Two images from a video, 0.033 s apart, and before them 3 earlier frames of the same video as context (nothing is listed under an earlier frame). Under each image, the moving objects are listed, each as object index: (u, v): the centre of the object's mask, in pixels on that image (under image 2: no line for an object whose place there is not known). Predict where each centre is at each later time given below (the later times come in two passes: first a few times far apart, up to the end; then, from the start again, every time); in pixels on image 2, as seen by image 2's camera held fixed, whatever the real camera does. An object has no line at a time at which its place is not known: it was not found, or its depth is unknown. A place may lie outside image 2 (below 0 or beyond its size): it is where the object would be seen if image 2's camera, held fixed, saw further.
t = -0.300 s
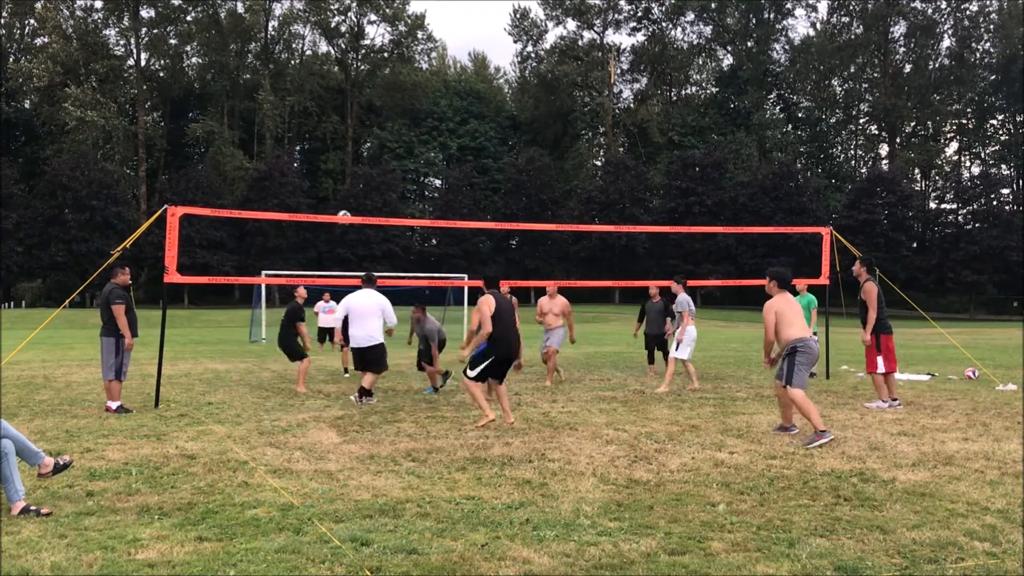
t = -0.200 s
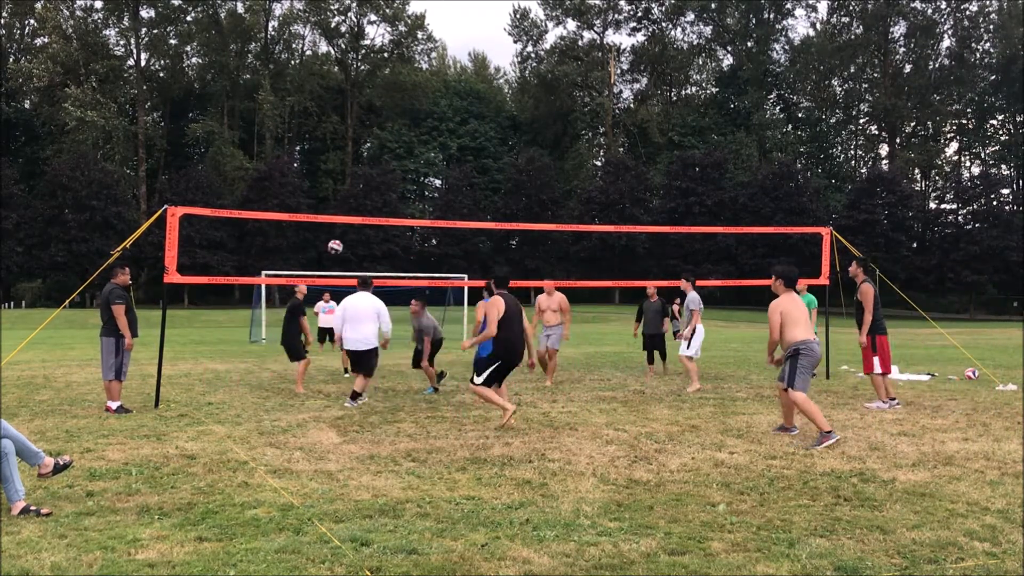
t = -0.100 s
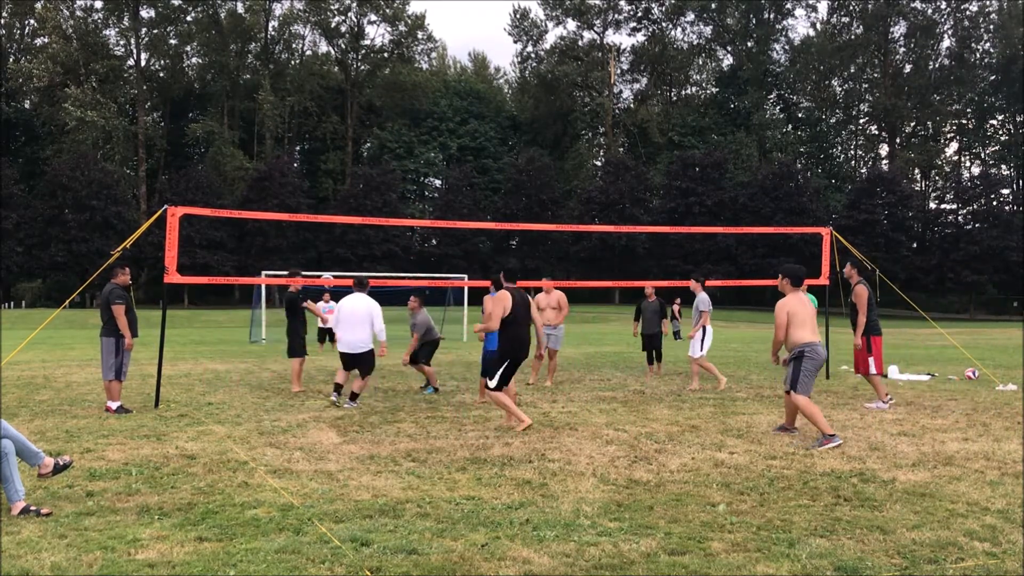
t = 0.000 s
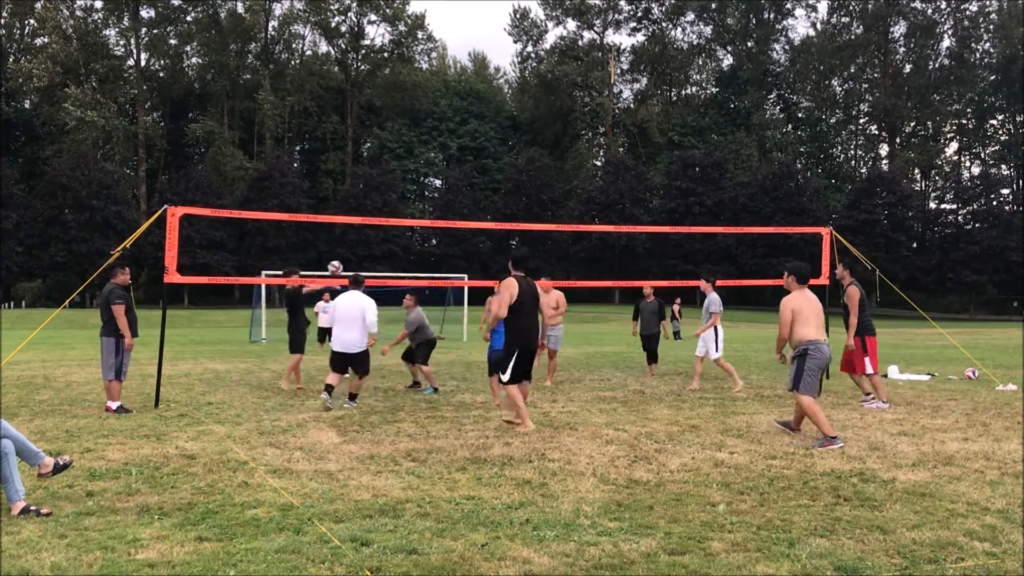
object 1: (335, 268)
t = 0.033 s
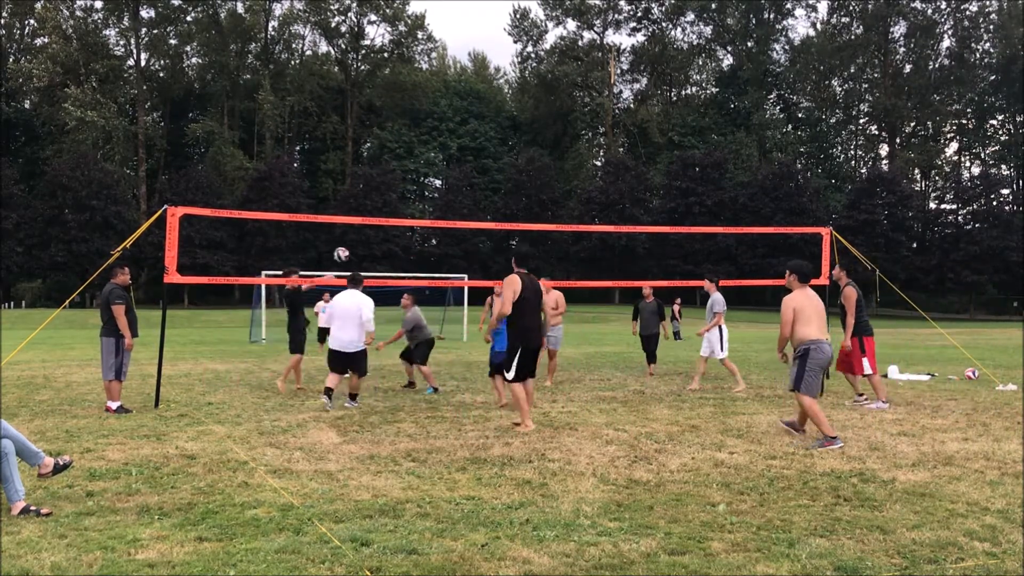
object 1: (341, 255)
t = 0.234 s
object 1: (380, 184)
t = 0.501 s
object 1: (441, 128)
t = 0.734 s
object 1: (507, 126)
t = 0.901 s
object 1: (562, 160)
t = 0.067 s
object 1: (347, 242)
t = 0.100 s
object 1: (354, 229)
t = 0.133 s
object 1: (360, 213)
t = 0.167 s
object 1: (366, 205)
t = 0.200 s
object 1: (373, 195)
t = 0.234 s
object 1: (380, 184)
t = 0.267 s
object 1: (387, 174)
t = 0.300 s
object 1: (394, 166)
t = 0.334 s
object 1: (402, 157)
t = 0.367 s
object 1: (409, 150)
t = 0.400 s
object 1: (417, 143)
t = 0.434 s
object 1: (426, 137)
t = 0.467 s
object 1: (433, 132)
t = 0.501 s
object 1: (441, 128)
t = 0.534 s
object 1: (450, 124)
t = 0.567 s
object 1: (459, 122)
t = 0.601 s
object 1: (468, 121)
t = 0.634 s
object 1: (477, 120)
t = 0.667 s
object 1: (487, 122)
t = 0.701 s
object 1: (497, 123)
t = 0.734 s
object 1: (507, 126)
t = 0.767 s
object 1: (517, 130)
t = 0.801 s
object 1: (528, 136)
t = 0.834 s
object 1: (539, 142)
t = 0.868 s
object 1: (550, 150)
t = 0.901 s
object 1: (562, 160)
